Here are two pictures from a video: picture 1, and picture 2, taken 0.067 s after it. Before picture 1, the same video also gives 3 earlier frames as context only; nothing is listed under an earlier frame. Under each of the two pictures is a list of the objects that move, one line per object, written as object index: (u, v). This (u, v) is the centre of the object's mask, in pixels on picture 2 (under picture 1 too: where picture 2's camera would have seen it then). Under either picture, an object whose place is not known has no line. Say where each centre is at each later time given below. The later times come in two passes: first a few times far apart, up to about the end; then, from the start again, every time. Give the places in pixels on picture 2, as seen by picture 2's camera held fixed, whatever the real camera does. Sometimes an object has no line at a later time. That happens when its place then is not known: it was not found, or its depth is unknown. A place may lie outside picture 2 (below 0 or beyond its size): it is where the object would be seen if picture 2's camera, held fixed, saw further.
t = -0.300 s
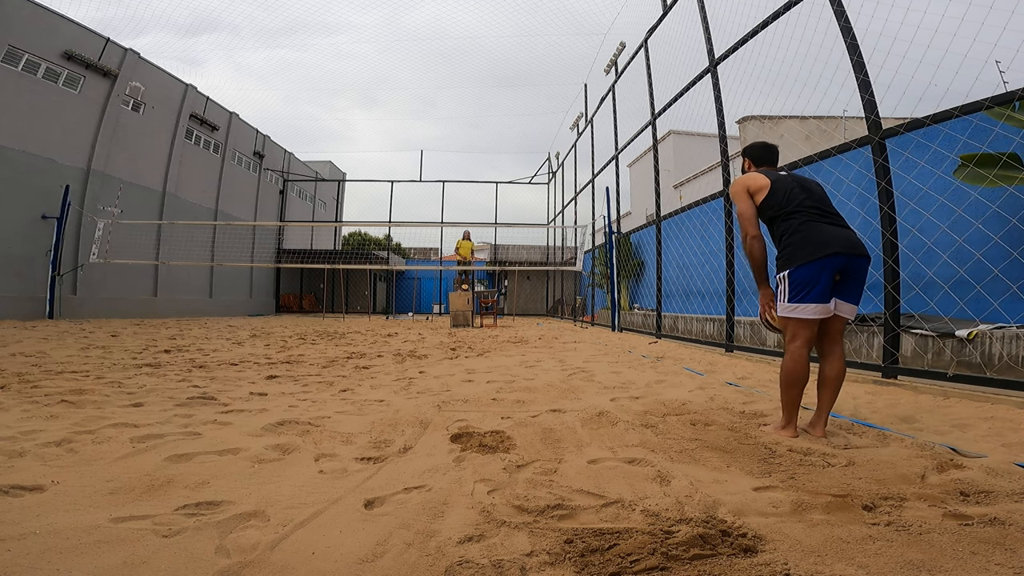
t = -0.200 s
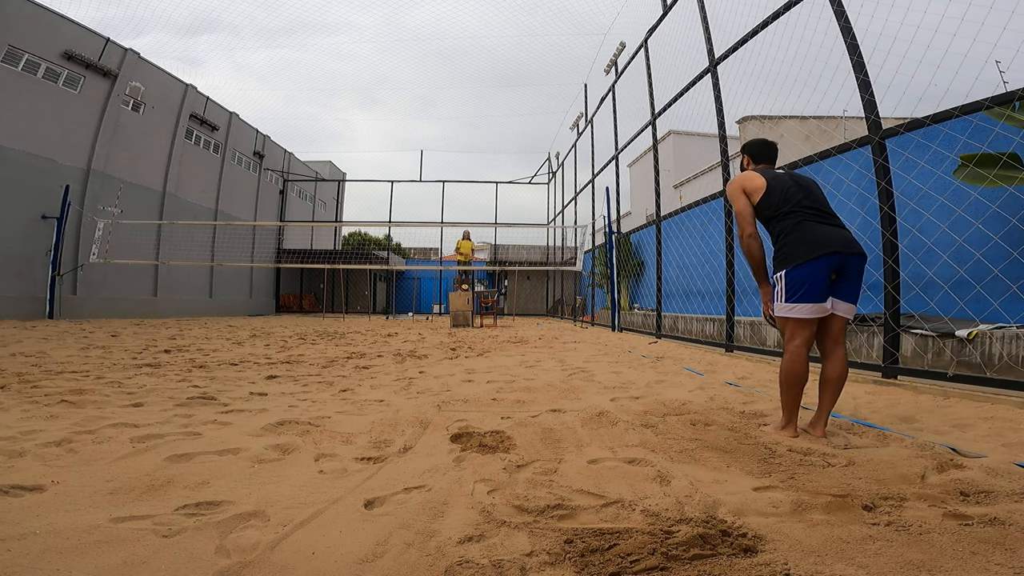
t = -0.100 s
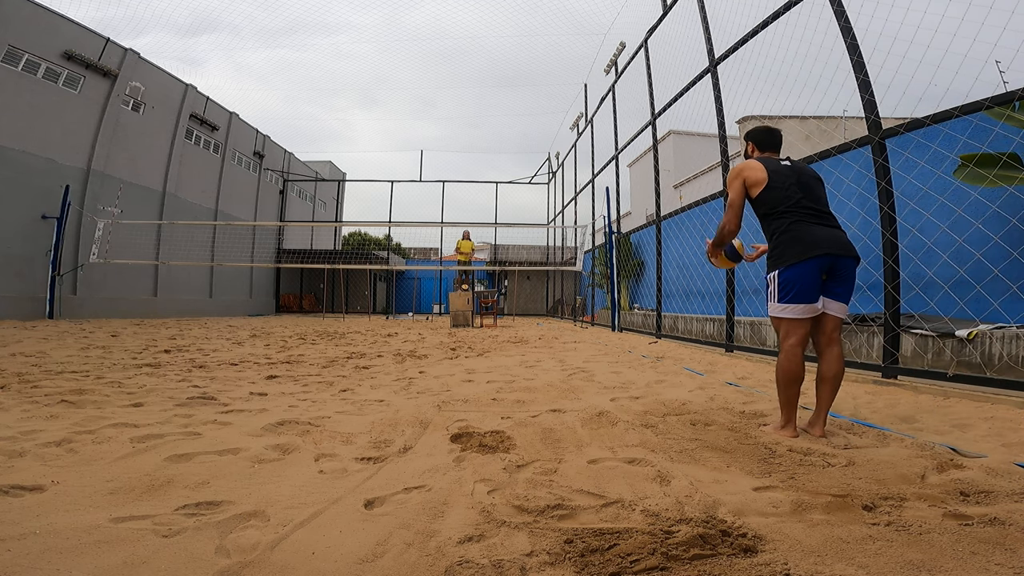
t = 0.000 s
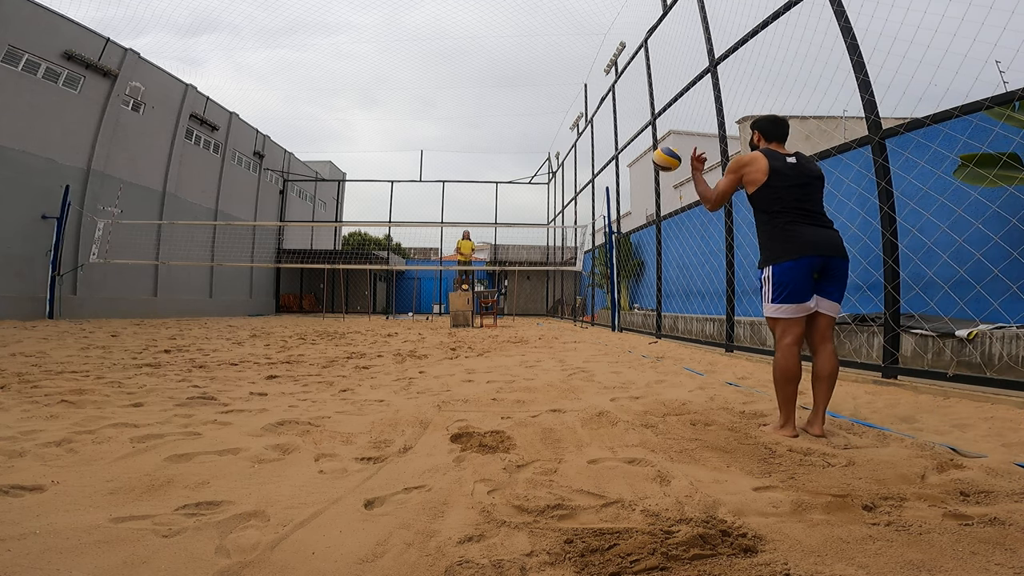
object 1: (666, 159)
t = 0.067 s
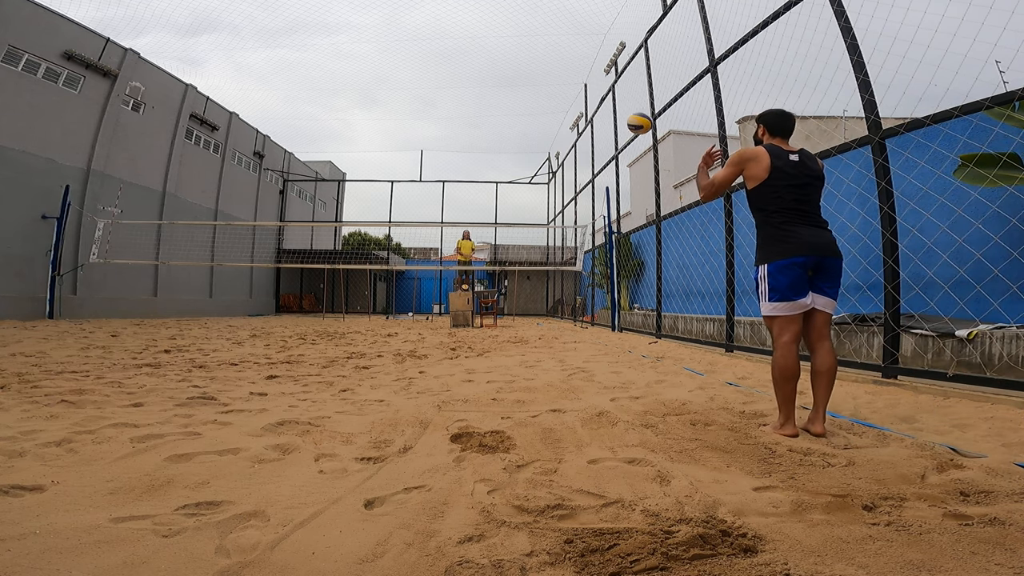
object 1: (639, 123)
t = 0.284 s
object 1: (589, 75)
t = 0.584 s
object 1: (553, 78)
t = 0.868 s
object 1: (532, 114)
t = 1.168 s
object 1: (516, 178)
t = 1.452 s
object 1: (505, 258)
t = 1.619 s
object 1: (500, 312)
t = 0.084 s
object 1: (634, 116)
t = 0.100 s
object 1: (628, 110)
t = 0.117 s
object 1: (624, 105)
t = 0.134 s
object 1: (619, 100)
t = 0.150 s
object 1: (615, 96)
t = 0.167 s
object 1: (611, 92)
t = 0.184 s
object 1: (607, 88)
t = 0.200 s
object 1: (603, 85)
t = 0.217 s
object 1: (600, 82)
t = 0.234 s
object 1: (598, 80)
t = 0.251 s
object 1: (595, 78)
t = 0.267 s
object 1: (592, 76)
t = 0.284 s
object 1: (589, 75)
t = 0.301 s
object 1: (586, 73)
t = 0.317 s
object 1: (583, 72)
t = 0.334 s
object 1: (581, 71)
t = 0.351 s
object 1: (579, 71)
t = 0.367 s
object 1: (577, 70)
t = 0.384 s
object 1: (574, 70)
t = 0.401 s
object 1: (572, 70)
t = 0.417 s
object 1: (570, 70)
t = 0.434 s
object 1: (568, 70)
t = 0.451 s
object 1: (567, 71)
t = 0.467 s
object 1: (565, 71)
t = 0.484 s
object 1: (563, 72)
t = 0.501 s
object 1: (561, 73)
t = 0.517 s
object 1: (559, 74)
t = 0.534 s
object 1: (558, 74)
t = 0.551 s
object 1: (556, 76)
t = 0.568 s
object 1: (555, 77)
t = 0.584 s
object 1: (553, 78)
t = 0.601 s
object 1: (552, 80)
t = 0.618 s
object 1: (550, 81)
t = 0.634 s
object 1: (549, 83)
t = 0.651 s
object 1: (548, 84)
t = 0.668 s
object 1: (546, 86)
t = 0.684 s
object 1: (545, 88)
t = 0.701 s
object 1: (544, 90)
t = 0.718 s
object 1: (542, 92)
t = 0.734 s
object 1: (541, 94)
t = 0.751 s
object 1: (540, 96)
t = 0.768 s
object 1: (539, 99)
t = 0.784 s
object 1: (538, 101)
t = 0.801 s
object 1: (536, 103)
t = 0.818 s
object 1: (535, 106)
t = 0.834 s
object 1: (534, 109)
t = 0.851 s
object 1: (533, 111)
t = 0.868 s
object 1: (532, 114)
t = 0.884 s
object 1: (531, 117)
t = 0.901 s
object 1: (530, 120)
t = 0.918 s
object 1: (529, 123)
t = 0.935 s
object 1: (528, 126)
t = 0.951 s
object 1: (527, 129)
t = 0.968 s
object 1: (526, 133)
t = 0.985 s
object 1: (525, 136)
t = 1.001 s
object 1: (524, 140)
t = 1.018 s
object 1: (523, 143)
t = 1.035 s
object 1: (522, 146)
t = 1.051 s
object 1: (522, 150)
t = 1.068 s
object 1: (521, 154)
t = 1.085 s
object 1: (520, 158)
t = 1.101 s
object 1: (519, 162)
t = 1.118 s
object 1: (518, 165)
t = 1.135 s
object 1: (517, 169)
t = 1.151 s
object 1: (517, 173)
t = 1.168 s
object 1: (516, 178)
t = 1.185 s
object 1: (515, 182)
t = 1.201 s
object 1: (514, 186)
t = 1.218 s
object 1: (514, 190)
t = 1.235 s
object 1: (513, 195)
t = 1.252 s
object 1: (512, 199)
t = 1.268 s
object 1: (511, 204)
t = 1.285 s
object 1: (511, 209)
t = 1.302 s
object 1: (510, 213)
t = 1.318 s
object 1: (509, 218)
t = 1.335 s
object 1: (508, 221)
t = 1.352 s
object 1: (508, 228)
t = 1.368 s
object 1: (507, 232)
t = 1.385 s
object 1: (506, 238)
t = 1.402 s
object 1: (506, 242)
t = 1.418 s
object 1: (505, 248)
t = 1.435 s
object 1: (505, 252)
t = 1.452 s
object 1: (505, 258)
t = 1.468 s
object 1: (504, 263)
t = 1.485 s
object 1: (503, 269)
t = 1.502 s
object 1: (503, 274)
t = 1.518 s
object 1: (502, 279)
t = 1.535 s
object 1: (502, 285)
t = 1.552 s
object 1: (501, 290)
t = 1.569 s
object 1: (501, 296)
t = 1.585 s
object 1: (500, 301)
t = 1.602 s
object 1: (500, 306)
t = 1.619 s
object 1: (500, 312)
